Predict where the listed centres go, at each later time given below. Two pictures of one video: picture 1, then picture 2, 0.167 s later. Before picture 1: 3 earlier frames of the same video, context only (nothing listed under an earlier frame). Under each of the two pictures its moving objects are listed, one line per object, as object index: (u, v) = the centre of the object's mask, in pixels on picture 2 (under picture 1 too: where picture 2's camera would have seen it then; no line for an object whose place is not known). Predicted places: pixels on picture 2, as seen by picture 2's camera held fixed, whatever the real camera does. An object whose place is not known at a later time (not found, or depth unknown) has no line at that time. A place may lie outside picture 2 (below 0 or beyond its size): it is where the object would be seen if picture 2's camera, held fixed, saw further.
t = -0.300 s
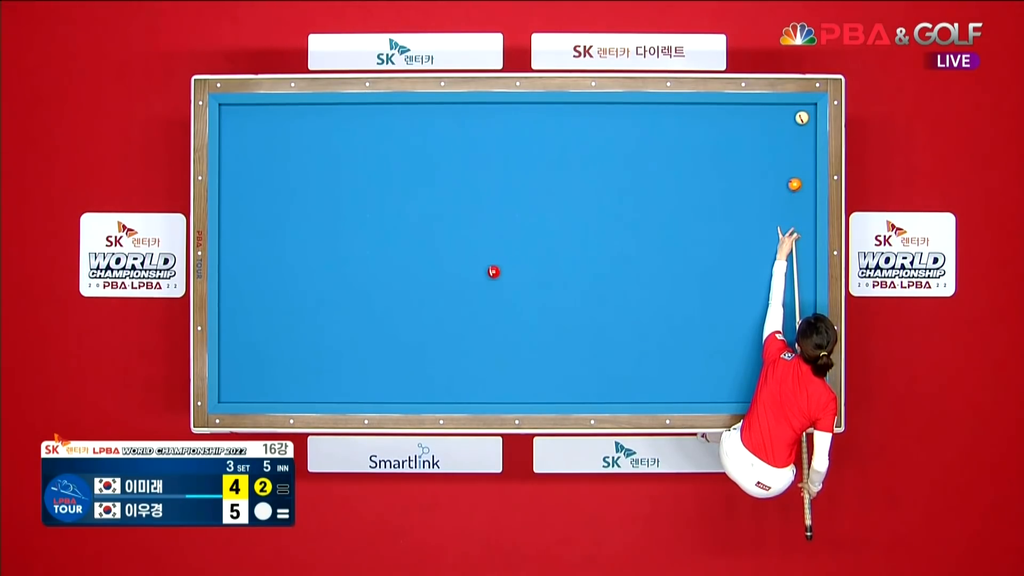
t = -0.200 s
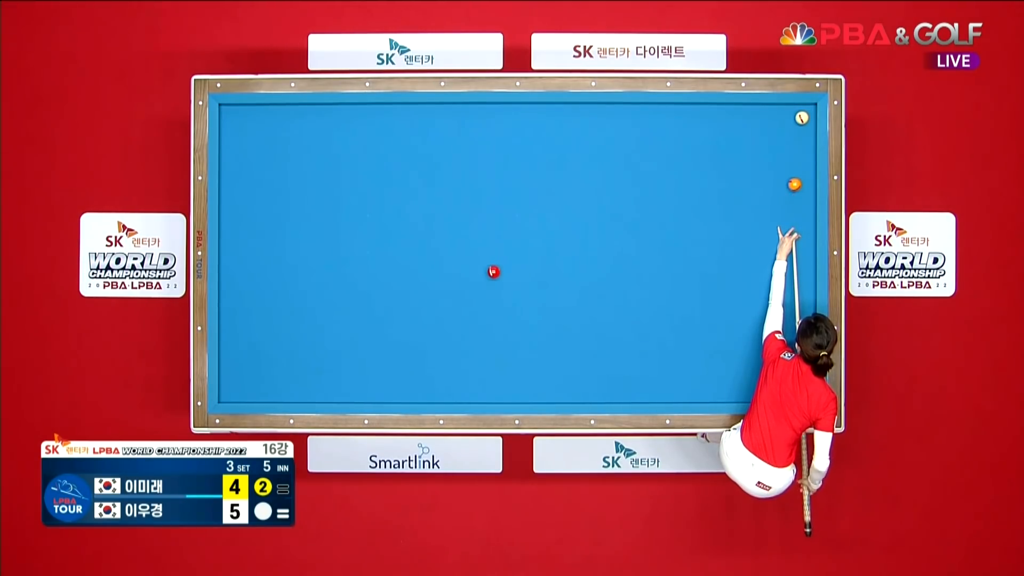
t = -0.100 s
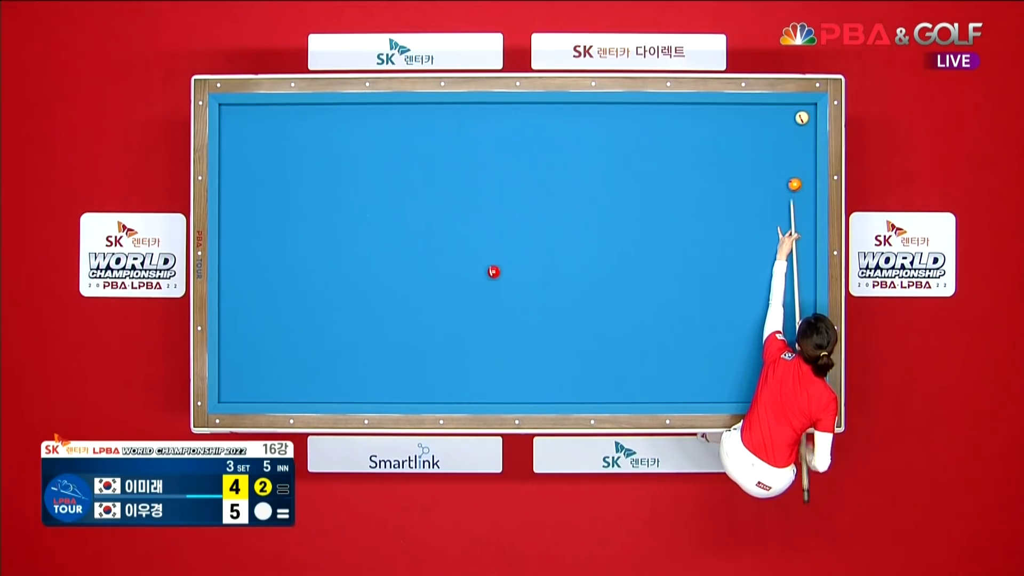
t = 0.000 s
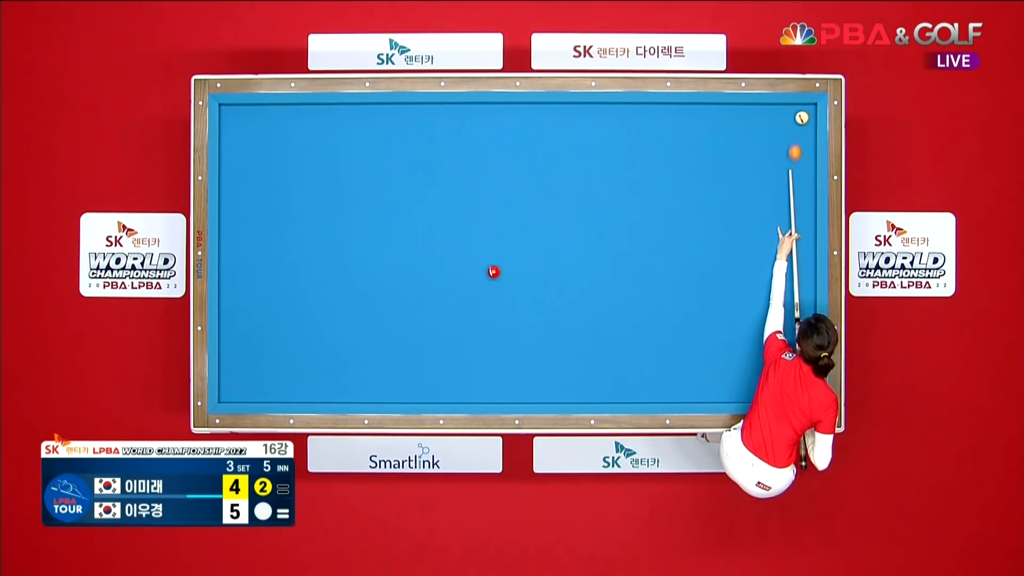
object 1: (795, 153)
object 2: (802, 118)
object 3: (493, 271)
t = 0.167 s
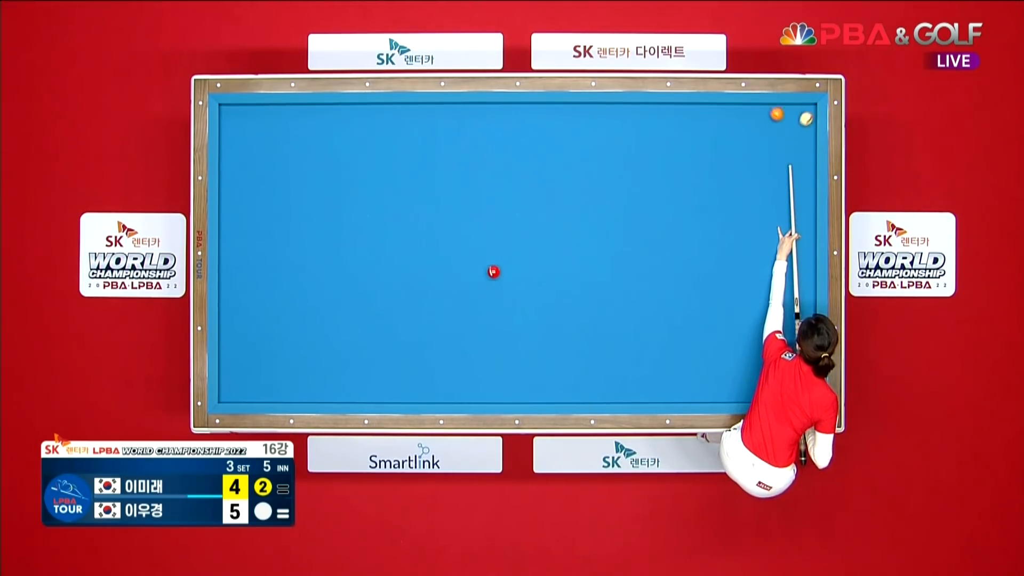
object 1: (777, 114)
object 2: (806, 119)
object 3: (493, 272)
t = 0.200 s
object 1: (771, 110)
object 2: (803, 124)
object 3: (493, 272)
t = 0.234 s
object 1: (766, 112)
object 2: (800, 128)
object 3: (493, 272)
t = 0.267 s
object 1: (759, 115)
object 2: (797, 132)
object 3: (493, 271)
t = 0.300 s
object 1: (753, 118)
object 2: (794, 136)
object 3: (493, 272)
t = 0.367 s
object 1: (742, 123)
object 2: (789, 144)
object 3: (493, 272)
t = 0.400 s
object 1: (736, 126)
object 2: (786, 148)
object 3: (493, 272)
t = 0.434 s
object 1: (730, 128)
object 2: (784, 152)
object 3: (493, 272)
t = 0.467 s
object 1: (724, 130)
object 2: (782, 156)
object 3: (493, 272)
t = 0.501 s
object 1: (719, 132)
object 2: (779, 159)
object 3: (494, 272)
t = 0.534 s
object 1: (713, 134)
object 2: (776, 163)
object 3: (493, 271)
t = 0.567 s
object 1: (707, 136)
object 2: (774, 167)
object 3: (493, 272)
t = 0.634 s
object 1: (696, 140)
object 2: (769, 174)
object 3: (494, 272)
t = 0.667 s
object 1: (690, 142)
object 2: (766, 178)
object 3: (493, 271)
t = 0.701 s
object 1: (684, 145)
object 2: (764, 182)
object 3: (493, 272)
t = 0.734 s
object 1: (679, 147)
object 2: (761, 186)
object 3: (493, 272)
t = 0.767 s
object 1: (673, 149)
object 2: (758, 190)
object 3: (493, 272)
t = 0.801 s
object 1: (667, 151)
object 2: (756, 194)
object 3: (493, 271)
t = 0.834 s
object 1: (662, 153)
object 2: (754, 197)
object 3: (493, 272)
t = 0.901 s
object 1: (651, 157)
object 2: (749, 205)
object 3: (494, 272)
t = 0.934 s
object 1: (645, 159)
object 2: (746, 208)
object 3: (494, 272)
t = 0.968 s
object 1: (639, 161)
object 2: (744, 212)
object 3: (494, 272)
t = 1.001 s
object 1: (634, 163)
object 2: (741, 216)
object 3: (494, 272)
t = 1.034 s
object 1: (628, 165)
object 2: (739, 219)
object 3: (494, 272)
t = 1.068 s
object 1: (623, 167)
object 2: (736, 223)
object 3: (494, 271)
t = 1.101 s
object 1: (617, 170)
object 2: (734, 227)
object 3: (494, 272)
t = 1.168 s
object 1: (606, 174)
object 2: (729, 234)
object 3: (494, 272)
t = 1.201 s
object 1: (600, 176)
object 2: (727, 238)
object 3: (494, 272)
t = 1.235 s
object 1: (594, 178)
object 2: (724, 241)
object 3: (494, 272)
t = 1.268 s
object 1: (589, 180)
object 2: (722, 245)
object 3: (494, 272)
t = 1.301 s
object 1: (584, 182)
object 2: (720, 248)
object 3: (494, 272)
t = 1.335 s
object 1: (578, 184)
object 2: (717, 252)
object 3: (494, 272)
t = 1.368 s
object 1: (572, 186)
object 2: (715, 256)
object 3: (494, 272)
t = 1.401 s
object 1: (567, 188)
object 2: (712, 259)
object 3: (494, 272)
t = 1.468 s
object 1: (556, 192)
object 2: (708, 267)
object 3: (494, 272)
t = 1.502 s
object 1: (550, 194)
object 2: (705, 270)
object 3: (494, 272)
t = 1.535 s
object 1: (545, 196)
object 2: (703, 273)
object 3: (494, 272)
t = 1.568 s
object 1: (539, 198)
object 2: (700, 277)
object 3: (494, 272)
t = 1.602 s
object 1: (534, 200)
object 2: (698, 281)
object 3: (494, 272)
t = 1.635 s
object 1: (529, 202)
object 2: (696, 284)
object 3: (494, 272)
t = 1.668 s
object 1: (523, 204)
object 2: (693, 288)
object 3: (494, 272)
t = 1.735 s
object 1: (512, 208)
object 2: (689, 295)
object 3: (494, 272)
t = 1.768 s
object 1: (507, 210)
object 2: (686, 298)
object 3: (494, 272)
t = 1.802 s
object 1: (502, 212)
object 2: (684, 302)
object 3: (494, 272)
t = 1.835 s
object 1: (496, 214)
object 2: (682, 305)
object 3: (494, 272)
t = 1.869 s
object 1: (491, 216)
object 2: (679, 309)
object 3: (494, 272)
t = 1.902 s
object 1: (485, 218)
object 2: (677, 312)
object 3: (494, 272)
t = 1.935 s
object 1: (480, 220)
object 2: (675, 315)
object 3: (494, 272)
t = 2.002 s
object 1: (469, 224)
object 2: (670, 322)
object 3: (494, 272)
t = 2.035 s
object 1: (464, 226)
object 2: (668, 326)
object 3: (494, 272)
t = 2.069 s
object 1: (459, 228)
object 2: (666, 329)
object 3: (494, 272)
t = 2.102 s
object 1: (454, 230)
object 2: (663, 332)
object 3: (494, 271)
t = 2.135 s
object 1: (448, 232)
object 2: (661, 336)
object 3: (494, 272)
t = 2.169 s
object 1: (443, 234)
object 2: (659, 339)
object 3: (494, 272)
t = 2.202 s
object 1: (438, 236)
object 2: (656, 343)
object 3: (494, 272)
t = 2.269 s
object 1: (427, 240)
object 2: (652, 349)
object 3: (494, 272)
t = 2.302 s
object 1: (422, 242)
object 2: (650, 352)
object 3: (494, 272)
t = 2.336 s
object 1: (417, 244)
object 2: (648, 356)
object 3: (494, 272)
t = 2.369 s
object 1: (412, 246)
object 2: (646, 359)
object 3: (494, 272)
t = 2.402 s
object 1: (407, 248)
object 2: (643, 362)
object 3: (494, 272)
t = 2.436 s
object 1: (402, 250)
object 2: (641, 366)
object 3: (494, 272)
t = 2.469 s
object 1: (397, 252)
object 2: (639, 369)
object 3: (494, 272)
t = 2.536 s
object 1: (386, 256)
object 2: (634, 376)
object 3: (494, 272)
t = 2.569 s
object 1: (381, 258)
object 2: (632, 379)
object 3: (494, 272)
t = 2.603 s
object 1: (376, 260)
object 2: (630, 382)
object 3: (494, 272)
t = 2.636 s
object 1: (371, 262)
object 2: (628, 385)
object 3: (494, 272)
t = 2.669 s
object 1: (366, 264)
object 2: (626, 388)
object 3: (494, 272)
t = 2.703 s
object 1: (361, 266)
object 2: (624, 392)
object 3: (494, 272)
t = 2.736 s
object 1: (356, 268)
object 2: (621, 395)
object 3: (494, 272)
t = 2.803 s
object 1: (346, 271)
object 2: (617, 395)
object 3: (494, 272)
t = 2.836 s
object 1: (341, 273)
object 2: (614, 393)
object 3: (494, 272)
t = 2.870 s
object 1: (336, 275)
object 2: (612, 391)
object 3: (494, 272)
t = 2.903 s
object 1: (332, 277)
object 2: (609, 389)
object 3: (494, 272)
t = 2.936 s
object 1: (326, 279)
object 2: (607, 387)
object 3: (494, 272)
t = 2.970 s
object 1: (322, 281)
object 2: (604, 385)
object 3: (494, 272)
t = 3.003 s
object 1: (317, 283)
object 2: (602, 384)
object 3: (494, 272)
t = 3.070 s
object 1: (307, 286)
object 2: (597, 380)
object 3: (494, 272)
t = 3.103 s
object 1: (302, 288)
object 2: (595, 378)
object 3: (493, 272)
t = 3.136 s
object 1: (297, 290)
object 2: (592, 377)
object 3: (494, 272)
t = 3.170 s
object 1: (293, 292)
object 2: (590, 375)
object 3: (494, 272)
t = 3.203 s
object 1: (288, 294)
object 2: (588, 373)
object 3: (494, 272)
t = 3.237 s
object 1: (283, 296)
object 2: (585, 371)
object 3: (494, 272)
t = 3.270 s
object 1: (278, 298)
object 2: (583, 370)
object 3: (494, 271)
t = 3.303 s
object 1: (273, 300)
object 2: (580, 368)
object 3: (494, 272)
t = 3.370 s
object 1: (264, 303)
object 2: (576, 365)
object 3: (494, 272)
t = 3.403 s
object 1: (259, 305)
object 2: (574, 363)
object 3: (494, 272)
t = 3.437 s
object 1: (255, 307)
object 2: (571, 361)
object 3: (494, 272)
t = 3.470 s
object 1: (250, 309)
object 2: (569, 360)
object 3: (494, 272)
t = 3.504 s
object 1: (245, 311)
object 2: (567, 358)
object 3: (494, 272)
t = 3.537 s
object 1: (241, 313)
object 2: (564, 356)
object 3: (494, 272)
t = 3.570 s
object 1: (236, 314)
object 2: (562, 354)
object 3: (494, 272)
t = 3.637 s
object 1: (227, 318)
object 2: (557, 351)
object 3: (494, 272)
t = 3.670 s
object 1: (225, 320)
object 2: (555, 350)
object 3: (494, 272)
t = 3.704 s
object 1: (229, 323)
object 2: (553, 348)
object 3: (494, 272)
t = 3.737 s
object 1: (232, 326)
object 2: (551, 346)
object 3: (494, 272)
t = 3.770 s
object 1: (235, 329)
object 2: (549, 345)
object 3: (494, 272)
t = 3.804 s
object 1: (238, 332)
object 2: (546, 343)
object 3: (494, 272)
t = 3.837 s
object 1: (240, 335)
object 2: (544, 341)
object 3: (494, 272)
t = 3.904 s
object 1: (245, 341)
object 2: (540, 338)
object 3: (494, 271)
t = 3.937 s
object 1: (248, 344)
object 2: (538, 336)
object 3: (494, 271)
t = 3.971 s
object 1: (250, 347)
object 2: (535, 335)
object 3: (494, 271)
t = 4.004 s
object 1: (253, 350)
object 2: (533, 333)
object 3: (494, 272)
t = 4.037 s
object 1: (255, 353)
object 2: (531, 332)
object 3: (494, 272)
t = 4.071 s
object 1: (257, 355)
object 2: (529, 330)
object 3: (494, 272)
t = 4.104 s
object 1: (260, 358)
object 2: (527, 328)
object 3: (494, 271)
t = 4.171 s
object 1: (264, 364)
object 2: (523, 325)
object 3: (493, 271)
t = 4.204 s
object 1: (267, 366)
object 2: (521, 324)
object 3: (493, 272)
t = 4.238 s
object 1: (269, 370)
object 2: (518, 322)
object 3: (494, 272)
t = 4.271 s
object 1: (271, 372)
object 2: (516, 321)
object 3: (494, 272)
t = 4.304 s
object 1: (274, 375)
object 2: (514, 319)
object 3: (494, 272)
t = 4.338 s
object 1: (276, 378)
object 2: (512, 318)
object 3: (494, 271)
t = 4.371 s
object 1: (279, 381)
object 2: (510, 316)
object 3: (494, 272)
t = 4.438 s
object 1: (283, 386)
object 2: (506, 313)
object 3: (494, 271)
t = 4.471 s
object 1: (285, 389)
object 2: (504, 311)
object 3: (494, 271)
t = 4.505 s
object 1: (288, 392)
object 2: (502, 310)
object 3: (494, 272)
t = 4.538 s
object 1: (290, 394)
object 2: (500, 308)
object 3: (494, 272)
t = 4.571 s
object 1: (292, 397)
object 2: (498, 307)
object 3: (493, 271)
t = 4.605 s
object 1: (295, 396)
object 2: (496, 305)
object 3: (494, 271)
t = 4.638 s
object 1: (298, 394)
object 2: (494, 304)
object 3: (493, 271)
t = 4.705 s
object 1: (303, 391)
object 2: (490, 301)
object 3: (493, 272)
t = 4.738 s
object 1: (306, 389)
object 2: (488, 299)
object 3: (494, 272)
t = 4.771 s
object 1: (308, 387)
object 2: (486, 298)
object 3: (494, 272)
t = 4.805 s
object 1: (311, 386)
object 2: (484, 296)
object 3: (494, 272)
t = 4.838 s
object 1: (313, 385)
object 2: (483, 295)
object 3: (494, 272)
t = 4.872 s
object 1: (316, 383)
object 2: (481, 294)
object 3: (494, 272)
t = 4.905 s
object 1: (318, 382)
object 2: (478, 292)
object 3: (494, 272)
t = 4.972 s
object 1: (323, 379)
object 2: (475, 289)
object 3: (494, 272)
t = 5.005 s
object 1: (326, 378)
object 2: (473, 287)
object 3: (494, 272)
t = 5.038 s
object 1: (329, 376)
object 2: (471, 286)
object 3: (494, 272)
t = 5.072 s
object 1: (331, 374)
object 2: (469, 285)
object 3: (494, 272)
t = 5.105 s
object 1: (333, 373)
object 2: (468, 284)
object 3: (494, 272)
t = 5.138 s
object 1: (336, 372)
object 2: (466, 282)
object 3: (494, 272)
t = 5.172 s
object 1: (338, 370)
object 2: (464, 281)
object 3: (494, 272)
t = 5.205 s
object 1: (341, 369)
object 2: (462, 279)
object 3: (494, 272)
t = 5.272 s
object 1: (346, 366)
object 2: (458, 276)
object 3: (494, 272)
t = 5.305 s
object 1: (348, 365)
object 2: (456, 275)
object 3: (494, 272)
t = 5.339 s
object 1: (351, 363)
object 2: (454, 274)
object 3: (494, 272)
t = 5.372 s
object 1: (353, 362)
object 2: (453, 273)
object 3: (494, 272)
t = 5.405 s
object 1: (355, 360)
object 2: (451, 271)
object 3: (494, 272)
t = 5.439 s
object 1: (358, 359)
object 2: (449, 270)
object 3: (494, 272)
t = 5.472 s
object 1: (360, 357)
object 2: (447, 268)
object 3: (493, 272)
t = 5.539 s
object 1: (365, 354)
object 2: (444, 266)
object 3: (493, 272)
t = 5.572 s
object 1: (367, 353)
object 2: (442, 265)
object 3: (493, 272)
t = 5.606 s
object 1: (370, 352)
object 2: (441, 263)
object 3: (494, 272)
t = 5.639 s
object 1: (372, 350)
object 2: (439, 262)
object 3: (494, 272)
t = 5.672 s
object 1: (374, 349)
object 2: (437, 261)
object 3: (494, 272)
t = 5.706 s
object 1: (376, 348)
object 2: (435, 259)
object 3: (493, 272)
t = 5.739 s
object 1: (379, 346)
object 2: (434, 258)
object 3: (494, 272)
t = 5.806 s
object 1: (384, 343)
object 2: (430, 256)
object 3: (493, 272)
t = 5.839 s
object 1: (386, 342)
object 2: (429, 254)
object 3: (493, 272)
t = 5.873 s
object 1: (388, 341)
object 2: (427, 253)
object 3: (493, 272)
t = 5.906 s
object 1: (390, 339)
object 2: (425, 252)
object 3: (494, 272)
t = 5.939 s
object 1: (393, 338)
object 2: (424, 251)
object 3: (494, 272)
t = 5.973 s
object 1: (395, 337)
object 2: (422, 249)
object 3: (494, 272)
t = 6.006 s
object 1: (397, 335)
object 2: (420, 248)
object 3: (494, 272)
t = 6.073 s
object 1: (402, 333)
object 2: (417, 245)
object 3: (494, 272)
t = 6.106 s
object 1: (404, 332)
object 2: (416, 244)
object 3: (494, 272)
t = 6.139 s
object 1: (406, 330)
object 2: (414, 243)
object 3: (494, 272)
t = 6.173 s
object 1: (409, 328)
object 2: (413, 242)
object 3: (493, 272)
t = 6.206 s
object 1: (411, 327)
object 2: (411, 241)
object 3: (493, 272)
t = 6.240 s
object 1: (413, 326)
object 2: (410, 240)
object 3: (494, 272)
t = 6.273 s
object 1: (415, 325)
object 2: (408, 239)
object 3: (494, 272)
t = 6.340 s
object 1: (419, 322)
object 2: (405, 237)
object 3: (494, 272)
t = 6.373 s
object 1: (422, 321)
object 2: (403, 235)
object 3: (493, 272)
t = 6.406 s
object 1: (424, 320)
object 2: (402, 234)
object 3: (494, 272)
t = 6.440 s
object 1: (426, 318)
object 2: (400, 233)
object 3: (494, 272)
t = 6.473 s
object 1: (428, 317)
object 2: (399, 232)
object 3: (494, 272)
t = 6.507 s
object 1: (430, 316)
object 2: (398, 231)
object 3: (494, 272)
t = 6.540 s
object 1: (432, 314)
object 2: (396, 230)
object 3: (494, 272)
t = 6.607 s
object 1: (437, 312)
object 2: (393, 227)
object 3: (494, 272)
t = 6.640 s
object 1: (439, 310)
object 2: (391, 226)
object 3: (494, 272)
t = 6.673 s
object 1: (441, 309)
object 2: (390, 225)
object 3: (494, 272)
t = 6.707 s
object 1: (443, 308)
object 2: (389, 224)
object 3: (494, 272)
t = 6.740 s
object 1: (445, 307)
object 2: (387, 223)
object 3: (494, 272)
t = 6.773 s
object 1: (447, 306)
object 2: (386, 222)
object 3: (494, 272)
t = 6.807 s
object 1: (449, 305)
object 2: (384, 221)
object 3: (494, 272)
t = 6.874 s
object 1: (453, 302)
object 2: (382, 219)
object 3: (494, 272)
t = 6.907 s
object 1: (455, 301)
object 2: (380, 218)
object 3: (494, 272)
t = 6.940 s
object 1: (457, 300)
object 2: (379, 217)
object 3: (494, 272)
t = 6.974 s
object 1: (459, 298)
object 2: (377, 216)
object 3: (494, 272)
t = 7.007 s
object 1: (461, 297)
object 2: (376, 215)
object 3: (494, 272)
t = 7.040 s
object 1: (463, 296)
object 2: (375, 214)
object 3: (494, 272)
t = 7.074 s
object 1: (465, 295)
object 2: (373, 213)
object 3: (494, 272)
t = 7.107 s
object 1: (467, 294)
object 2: (372, 212)
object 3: (494, 272)
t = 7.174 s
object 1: (471, 291)
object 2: (369, 210)
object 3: (494, 272)
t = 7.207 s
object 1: (473, 290)
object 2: (368, 209)
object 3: (494, 272)
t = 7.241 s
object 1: (474, 289)
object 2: (367, 208)
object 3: (494, 272)
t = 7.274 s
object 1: (476, 288)
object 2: (366, 207)
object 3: (494, 272)
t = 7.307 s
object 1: (478, 287)
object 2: (365, 206)
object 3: (494, 272)
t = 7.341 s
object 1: (480, 286)
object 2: (363, 205)
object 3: (494, 272)
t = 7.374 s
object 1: (482, 284)
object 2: (362, 204)
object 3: (494, 272)
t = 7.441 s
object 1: (486, 283)
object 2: (360, 202)
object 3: (494, 272)
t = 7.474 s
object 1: (486, 283)
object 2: (358, 201)
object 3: (495, 270)
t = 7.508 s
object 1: (487, 283)
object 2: (357, 201)
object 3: (496, 269)
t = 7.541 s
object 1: (488, 283)
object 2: (356, 200)
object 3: (497, 268)
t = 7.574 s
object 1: (489, 283)
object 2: (355, 199)
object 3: (498, 267)
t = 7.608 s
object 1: (490, 283)
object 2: (354, 198)
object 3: (499, 266)
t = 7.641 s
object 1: (490, 283)
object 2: (352, 197)
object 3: (499, 266)
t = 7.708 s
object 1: (492, 283)
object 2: (350, 195)
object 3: (501, 264)
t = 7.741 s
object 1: (493, 283)
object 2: (349, 194)
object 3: (502, 263)
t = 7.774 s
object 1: (493, 283)
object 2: (348, 193)
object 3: (503, 262)
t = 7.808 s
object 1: (494, 283)
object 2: (347, 193)
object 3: (504, 261)
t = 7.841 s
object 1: (495, 283)
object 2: (346, 192)
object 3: (505, 260)
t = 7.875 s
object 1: (496, 283)
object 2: (345, 191)
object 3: (505, 259)
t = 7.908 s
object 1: (496, 283)
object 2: (343, 190)
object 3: (506, 259)
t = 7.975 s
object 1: (498, 283)
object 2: (341, 189)
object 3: (508, 257)
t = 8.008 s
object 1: (498, 283)
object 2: (340, 188)
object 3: (508, 256)
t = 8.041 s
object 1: (499, 283)
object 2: (339, 187)
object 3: (509, 255)
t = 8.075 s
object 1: (499, 284)
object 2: (338, 186)
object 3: (510, 254)
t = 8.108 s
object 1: (500, 284)
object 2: (337, 185)
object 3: (511, 253)
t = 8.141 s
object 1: (500, 284)
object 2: (336, 184)
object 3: (511, 253)
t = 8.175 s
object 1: (501, 284)
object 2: (335, 183)
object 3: (512, 252)
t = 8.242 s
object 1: (502, 284)
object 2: (333, 182)
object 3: (513, 250)
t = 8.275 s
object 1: (503, 284)
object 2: (332, 181)
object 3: (514, 249)
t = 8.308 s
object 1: (503, 284)
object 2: (331, 181)
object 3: (515, 249)
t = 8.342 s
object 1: (504, 284)
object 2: (330, 180)
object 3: (516, 248)
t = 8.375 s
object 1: (504, 284)
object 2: (329, 179)
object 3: (516, 247)
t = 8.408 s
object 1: (505, 284)
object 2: (328, 179)
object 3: (517, 246)
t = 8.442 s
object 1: (505, 284)
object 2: (327, 178)
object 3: (518, 246)
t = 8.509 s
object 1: (506, 284)
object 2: (325, 176)
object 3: (519, 244)
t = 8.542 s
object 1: (507, 284)
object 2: (324, 176)
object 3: (520, 244)
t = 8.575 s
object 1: (507, 284)
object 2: (323, 175)
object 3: (520, 243)
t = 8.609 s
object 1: (507, 284)
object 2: (322, 174)
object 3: (521, 242)
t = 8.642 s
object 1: (508, 284)
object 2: (321, 173)
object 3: (522, 242)
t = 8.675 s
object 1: (508, 285)
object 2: (320, 173)
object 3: (522, 241)
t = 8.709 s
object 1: (509, 285)
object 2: (319, 172)
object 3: (523, 240)
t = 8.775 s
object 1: (509, 285)
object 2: (317, 171)
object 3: (524, 239)
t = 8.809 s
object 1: (510, 285)
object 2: (317, 170)
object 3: (525, 238)
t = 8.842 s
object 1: (510, 285)
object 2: (316, 169)
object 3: (525, 237)
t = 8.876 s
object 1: (511, 285)
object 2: (315, 169)
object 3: (526, 237)
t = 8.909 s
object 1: (511, 285)
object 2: (314, 168)
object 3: (526, 236)
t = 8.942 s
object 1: (511, 285)
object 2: (313, 168)
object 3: (527, 235)
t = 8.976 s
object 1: (512, 285)
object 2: (312, 167)
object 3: (528, 235)
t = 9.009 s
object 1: (512, 285)
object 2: (311, 166)
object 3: (528, 234)
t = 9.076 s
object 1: (512, 285)
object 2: (310, 165)
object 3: (529, 233)
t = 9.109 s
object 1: (513, 285)
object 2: (309, 165)
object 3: (530, 232)
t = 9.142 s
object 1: (513, 285)
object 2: (308, 164)
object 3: (530, 232)
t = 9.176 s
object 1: (513, 285)
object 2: (307, 164)
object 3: (531, 231)
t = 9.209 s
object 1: (513, 285)
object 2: (307, 163)
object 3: (531, 231)
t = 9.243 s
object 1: (513, 285)
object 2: (306, 162)
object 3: (532, 230)
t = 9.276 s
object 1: (514, 285)
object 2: (305, 162)
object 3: (532, 230)
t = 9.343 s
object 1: (514, 285)
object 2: (303, 161)
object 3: (533, 229)
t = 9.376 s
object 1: (514, 285)
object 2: (303, 160)
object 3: (533, 228)
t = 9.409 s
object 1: (514, 285)
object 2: (302, 159)
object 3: (534, 228)
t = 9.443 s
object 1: (515, 285)
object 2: (301, 159)
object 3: (534, 227)
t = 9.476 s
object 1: (515, 285)
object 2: (301, 158)
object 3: (535, 227)
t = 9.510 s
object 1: (515, 285)
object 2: (300, 158)
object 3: (535, 226)
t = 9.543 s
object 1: (515, 285)
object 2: (299, 157)
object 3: (536, 226)
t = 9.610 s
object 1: (515, 285)
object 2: (298, 156)
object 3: (537, 225)
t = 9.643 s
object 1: (515, 285)
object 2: (297, 156)
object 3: (537, 224)
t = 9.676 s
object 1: (515, 285)
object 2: (296, 155)
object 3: (538, 224)
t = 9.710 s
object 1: (516, 285)
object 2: (296, 155)
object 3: (538, 223)
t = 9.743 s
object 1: (516, 284)
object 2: (295, 155)
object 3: (538, 223)
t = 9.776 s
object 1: (516, 284)
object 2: (294, 154)
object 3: (539, 222)
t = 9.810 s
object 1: (516, 284)
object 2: (294, 153)
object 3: (539, 222)
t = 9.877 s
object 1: (516, 284)
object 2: (292, 153)
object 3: (540, 221)
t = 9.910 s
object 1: (516, 284)
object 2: (292, 152)
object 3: (540, 221)
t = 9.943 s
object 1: (516, 284)
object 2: (291, 152)
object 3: (540, 220)
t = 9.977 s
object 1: (516, 284)
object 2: (291, 151)
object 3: (541, 220)
